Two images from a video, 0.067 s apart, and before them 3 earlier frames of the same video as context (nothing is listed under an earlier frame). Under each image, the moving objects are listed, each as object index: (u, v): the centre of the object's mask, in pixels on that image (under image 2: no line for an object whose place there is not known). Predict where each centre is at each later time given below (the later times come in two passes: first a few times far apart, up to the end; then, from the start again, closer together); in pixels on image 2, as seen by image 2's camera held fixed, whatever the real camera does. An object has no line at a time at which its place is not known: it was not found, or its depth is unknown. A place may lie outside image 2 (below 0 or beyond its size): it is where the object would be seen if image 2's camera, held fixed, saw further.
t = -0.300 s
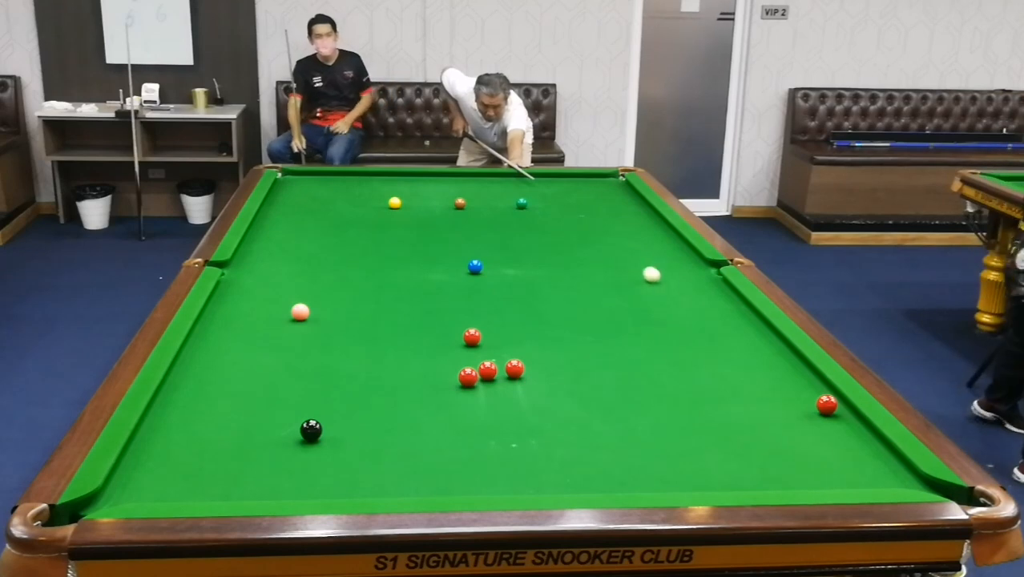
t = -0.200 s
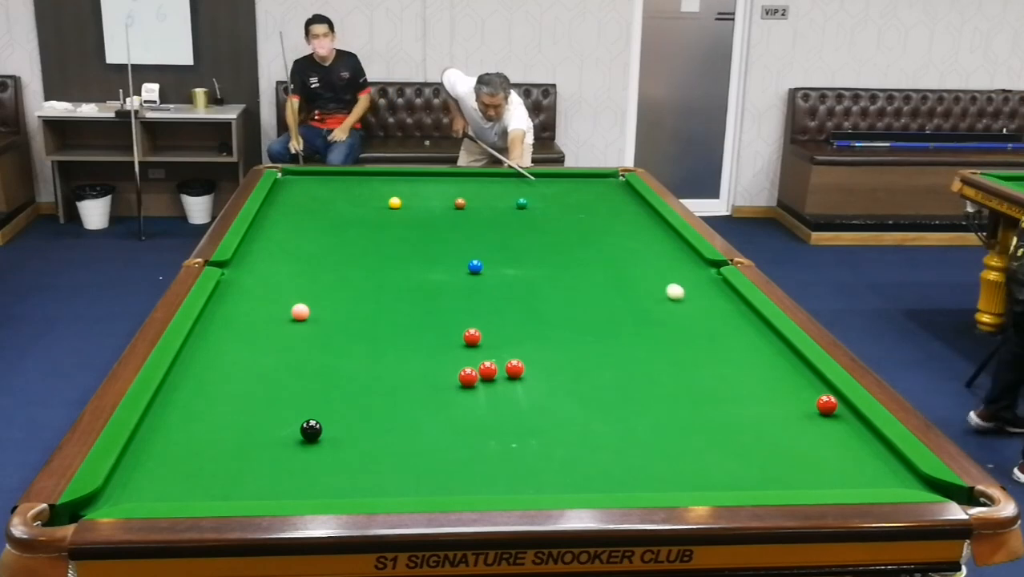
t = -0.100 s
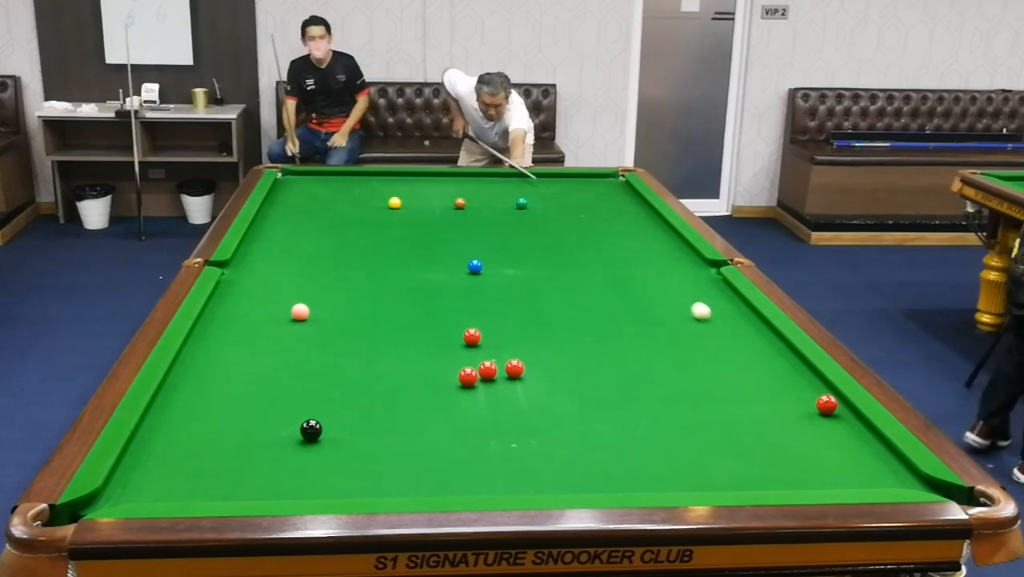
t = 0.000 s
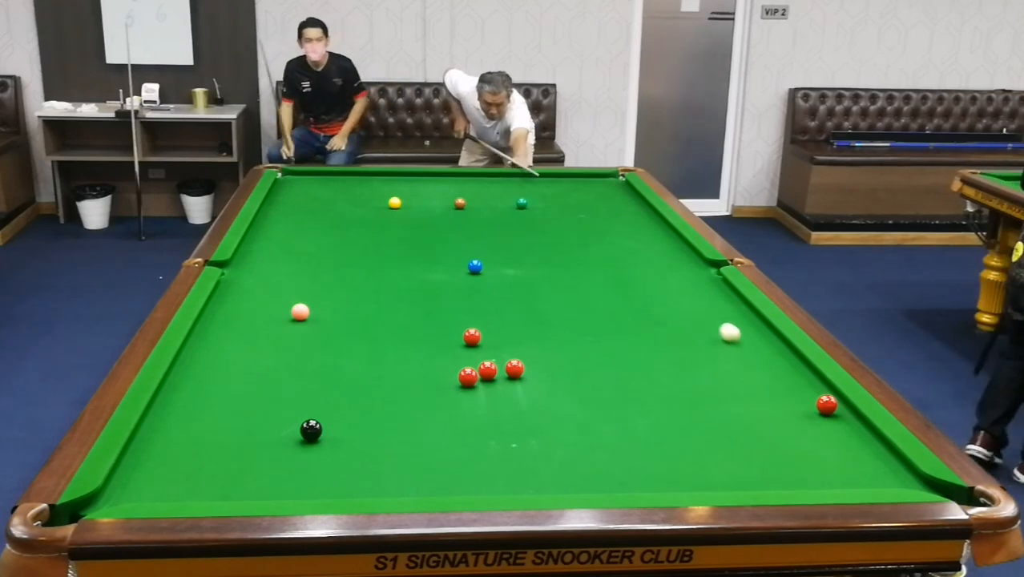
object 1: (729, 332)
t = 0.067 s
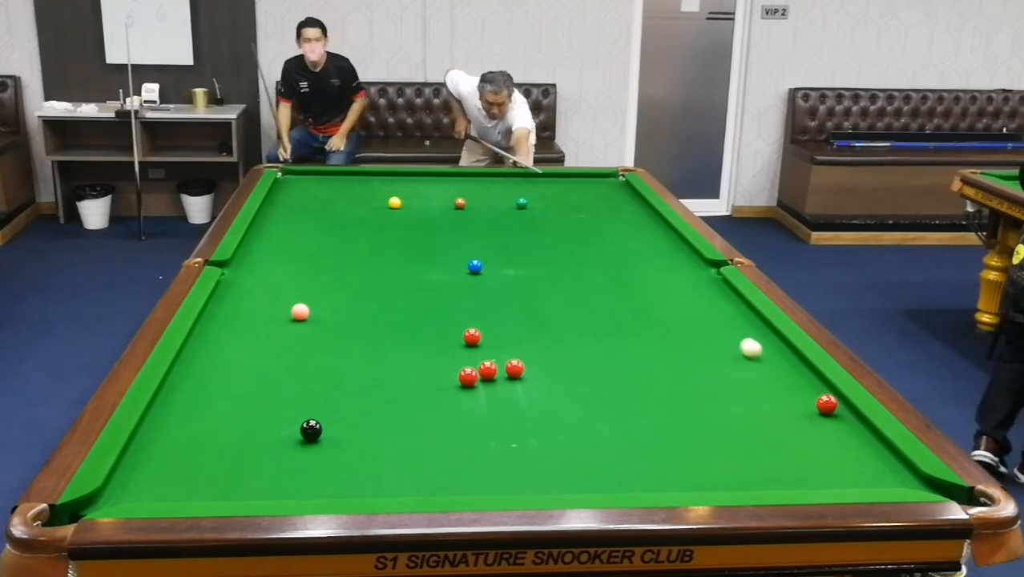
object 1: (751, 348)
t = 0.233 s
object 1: (810, 392)
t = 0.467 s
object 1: (820, 405)
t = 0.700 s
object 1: (840, 424)
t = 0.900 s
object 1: (850, 437)
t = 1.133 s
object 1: (816, 431)
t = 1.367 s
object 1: (787, 426)
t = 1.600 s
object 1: (760, 422)
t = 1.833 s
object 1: (736, 419)
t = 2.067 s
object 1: (713, 415)
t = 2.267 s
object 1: (696, 413)
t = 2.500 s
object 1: (677, 410)
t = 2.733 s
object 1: (661, 407)
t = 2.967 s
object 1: (646, 405)
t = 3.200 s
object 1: (633, 403)
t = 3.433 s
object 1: (622, 401)
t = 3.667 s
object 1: (612, 400)
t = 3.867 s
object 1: (605, 399)
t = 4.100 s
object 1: (599, 398)
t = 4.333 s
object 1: (595, 398)
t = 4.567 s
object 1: (592, 397)
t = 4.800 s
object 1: (592, 397)
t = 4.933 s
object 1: (592, 397)
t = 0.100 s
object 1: (762, 357)
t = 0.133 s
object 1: (774, 365)
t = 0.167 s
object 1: (786, 374)
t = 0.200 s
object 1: (798, 384)
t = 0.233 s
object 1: (810, 392)
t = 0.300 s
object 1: (815, 397)
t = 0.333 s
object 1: (815, 398)
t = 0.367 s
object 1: (815, 399)
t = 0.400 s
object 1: (816, 400)
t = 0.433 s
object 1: (818, 402)
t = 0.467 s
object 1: (820, 405)
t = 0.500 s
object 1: (823, 407)
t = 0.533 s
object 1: (826, 410)
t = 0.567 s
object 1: (829, 413)
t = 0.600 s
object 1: (831, 415)
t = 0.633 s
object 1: (834, 418)
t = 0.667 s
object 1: (837, 421)
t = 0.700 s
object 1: (840, 424)
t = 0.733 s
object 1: (843, 426)
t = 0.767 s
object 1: (845, 429)
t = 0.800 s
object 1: (848, 432)
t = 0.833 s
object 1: (851, 435)
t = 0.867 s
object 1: (853, 437)
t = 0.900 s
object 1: (850, 437)
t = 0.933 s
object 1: (843, 435)
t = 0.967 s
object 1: (838, 434)
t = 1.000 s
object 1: (833, 433)
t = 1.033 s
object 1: (829, 432)
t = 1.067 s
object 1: (825, 432)
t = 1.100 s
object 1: (820, 431)
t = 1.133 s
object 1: (816, 431)
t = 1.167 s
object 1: (811, 430)
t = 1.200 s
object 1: (807, 429)
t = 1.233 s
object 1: (803, 429)
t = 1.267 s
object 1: (799, 428)
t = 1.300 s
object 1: (795, 427)
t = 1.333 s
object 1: (791, 427)
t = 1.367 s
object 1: (787, 426)
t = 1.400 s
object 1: (783, 426)
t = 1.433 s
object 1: (779, 425)
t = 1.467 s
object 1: (775, 424)
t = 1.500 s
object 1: (771, 424)
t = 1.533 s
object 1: (768, 423)
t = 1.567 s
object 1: (764, 423)
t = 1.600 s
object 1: (760, 422)
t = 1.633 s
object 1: (757, 422)
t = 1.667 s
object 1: (753, 421)
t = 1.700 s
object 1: (750, 421)
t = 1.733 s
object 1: (746, 420)
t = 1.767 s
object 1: (743, 420)
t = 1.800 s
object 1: (739, 419)
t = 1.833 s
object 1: (736, 419)
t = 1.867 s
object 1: (732, 418)
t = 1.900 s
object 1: (729, 418)
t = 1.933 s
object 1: (726, 417)
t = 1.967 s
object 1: (723, 417)
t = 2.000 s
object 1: (719, 416)
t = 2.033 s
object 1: (716, 416)
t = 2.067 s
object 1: (713, 415)
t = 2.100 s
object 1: (710, 415)
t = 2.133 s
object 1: (707, 415)
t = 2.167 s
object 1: (704, 414)
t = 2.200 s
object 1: (701, 414)
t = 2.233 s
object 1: (698, 413)
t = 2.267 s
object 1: (696, 413)
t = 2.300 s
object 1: (693, 412)
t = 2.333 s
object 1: (690, 412)
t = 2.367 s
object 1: (688, 412)
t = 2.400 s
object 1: (685, 411)
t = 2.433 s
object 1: (682, 411)
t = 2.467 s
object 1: (680, 410)
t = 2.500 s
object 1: (677, 410)
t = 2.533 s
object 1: (675, 409)
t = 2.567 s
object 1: (672, 409)
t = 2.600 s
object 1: (670, 409)
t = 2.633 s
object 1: (667, 408)
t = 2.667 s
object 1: (665, 408)
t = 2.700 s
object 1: (663, 408)
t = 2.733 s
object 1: (661, 407)
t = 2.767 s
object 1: (658, 407)
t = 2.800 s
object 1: (656, 407)
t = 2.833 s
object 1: (654, 406)
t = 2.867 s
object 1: (652, 406)
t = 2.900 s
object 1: (650, 405)
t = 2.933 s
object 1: (648, 405)
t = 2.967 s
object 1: (646, 405)
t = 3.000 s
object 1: (644, 405)
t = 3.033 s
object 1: (642, 404)
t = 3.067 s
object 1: (640, 404)
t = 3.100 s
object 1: (638, 404)
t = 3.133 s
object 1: (636, 404)
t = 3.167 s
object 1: (634, 403)
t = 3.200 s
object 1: (633, 403)
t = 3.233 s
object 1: (631, 403)
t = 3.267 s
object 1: (630, 403)
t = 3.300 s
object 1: (628, 402)
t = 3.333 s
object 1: (626, 402)
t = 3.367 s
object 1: (624, 402)
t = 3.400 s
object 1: (623, 402)
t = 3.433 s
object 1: (622, 401)
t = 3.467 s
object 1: (620, 401)
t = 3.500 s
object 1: (619, 401)
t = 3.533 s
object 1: (617, 401)
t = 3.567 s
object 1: (616, 400)
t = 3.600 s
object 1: (615, 400)
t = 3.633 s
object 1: (613, 400)
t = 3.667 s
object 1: (612, 400)
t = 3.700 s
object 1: (611, 400)
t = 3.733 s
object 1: (610, 399)
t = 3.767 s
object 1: (609, 399)
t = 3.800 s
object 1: (607, 399)
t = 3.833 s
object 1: (606, 399)
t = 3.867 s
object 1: (605, 399)
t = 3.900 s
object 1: (604, 399)
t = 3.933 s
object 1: (604, 399)
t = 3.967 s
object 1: (603, 399)
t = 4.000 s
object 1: (602, 398)
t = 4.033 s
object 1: (601, 398)
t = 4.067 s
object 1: (600, 398)
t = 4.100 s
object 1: (599, 398)
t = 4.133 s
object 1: (599, 398)
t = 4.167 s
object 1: (598, 398)
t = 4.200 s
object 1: (597, 398)
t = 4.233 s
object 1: (597, 398)
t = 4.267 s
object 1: (596, 398)
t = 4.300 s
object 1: (596, 398)
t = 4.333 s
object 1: (595, 398)
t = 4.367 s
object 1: (594, 398)
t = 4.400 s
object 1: (594, 397)
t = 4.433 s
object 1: (594, 397)
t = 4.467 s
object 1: (593, 397)
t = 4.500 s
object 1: (593, 397)
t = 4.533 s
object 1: (593, 397)
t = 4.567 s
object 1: (592, 397)
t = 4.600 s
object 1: (592, 397)
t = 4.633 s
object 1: (592, 397)
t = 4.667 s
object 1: (592, 397)
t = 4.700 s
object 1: (592, 397)
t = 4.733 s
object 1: (592, 397)
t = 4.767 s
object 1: (592, 397)
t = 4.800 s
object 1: (592, 397)
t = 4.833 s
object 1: (592, 397)
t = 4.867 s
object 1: (592, 397)
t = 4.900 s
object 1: (592, 397)
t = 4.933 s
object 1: (592, 397)
